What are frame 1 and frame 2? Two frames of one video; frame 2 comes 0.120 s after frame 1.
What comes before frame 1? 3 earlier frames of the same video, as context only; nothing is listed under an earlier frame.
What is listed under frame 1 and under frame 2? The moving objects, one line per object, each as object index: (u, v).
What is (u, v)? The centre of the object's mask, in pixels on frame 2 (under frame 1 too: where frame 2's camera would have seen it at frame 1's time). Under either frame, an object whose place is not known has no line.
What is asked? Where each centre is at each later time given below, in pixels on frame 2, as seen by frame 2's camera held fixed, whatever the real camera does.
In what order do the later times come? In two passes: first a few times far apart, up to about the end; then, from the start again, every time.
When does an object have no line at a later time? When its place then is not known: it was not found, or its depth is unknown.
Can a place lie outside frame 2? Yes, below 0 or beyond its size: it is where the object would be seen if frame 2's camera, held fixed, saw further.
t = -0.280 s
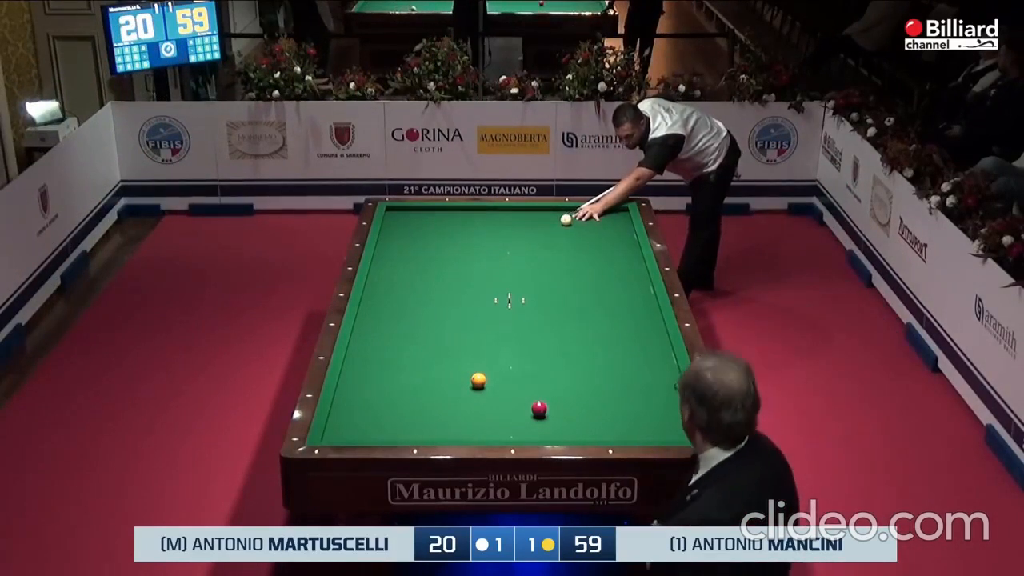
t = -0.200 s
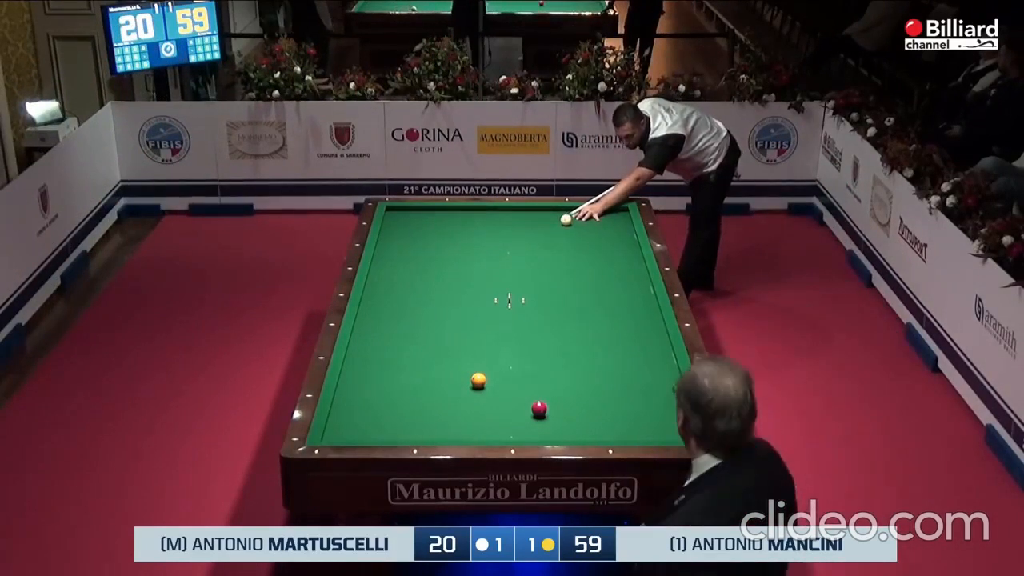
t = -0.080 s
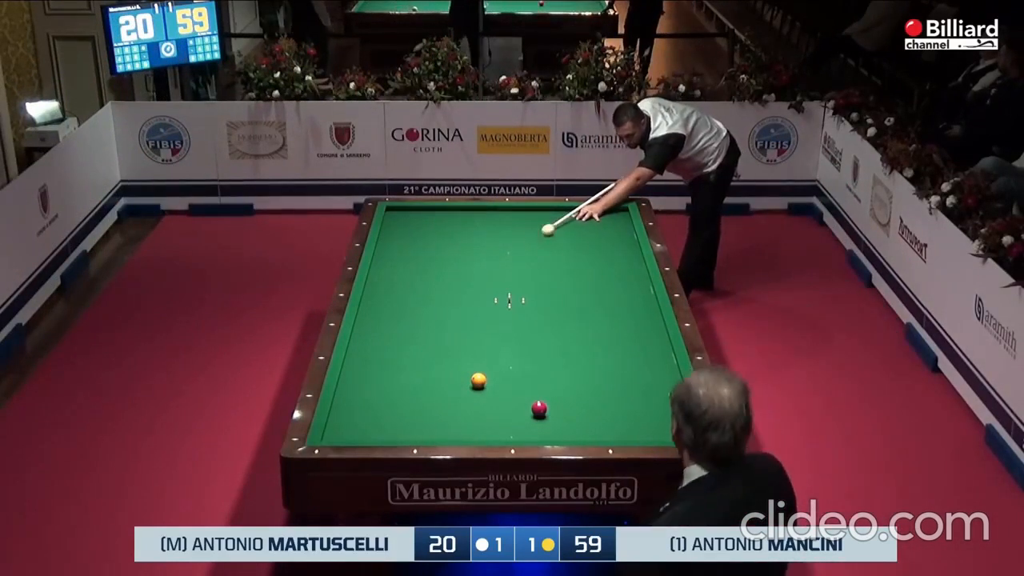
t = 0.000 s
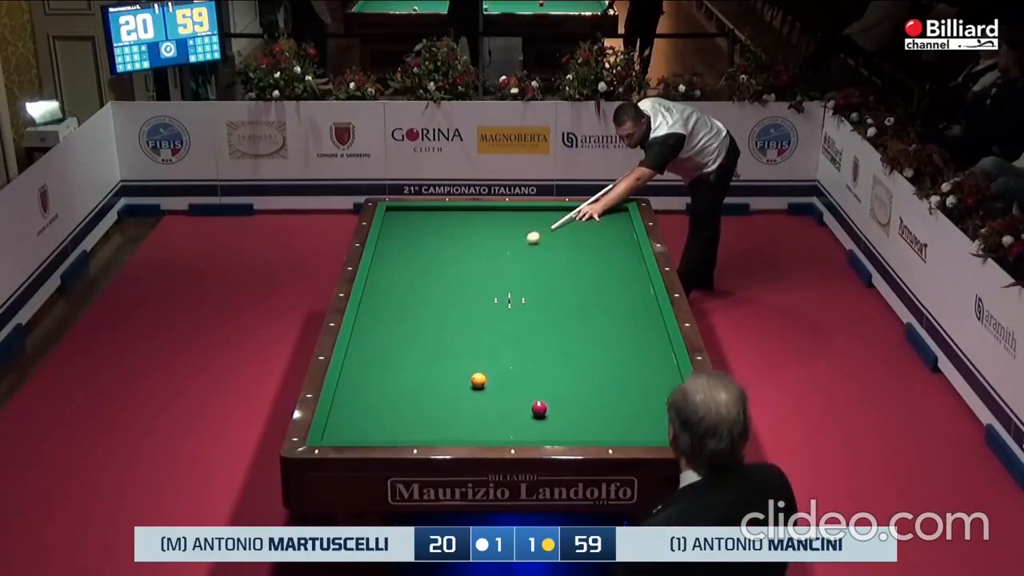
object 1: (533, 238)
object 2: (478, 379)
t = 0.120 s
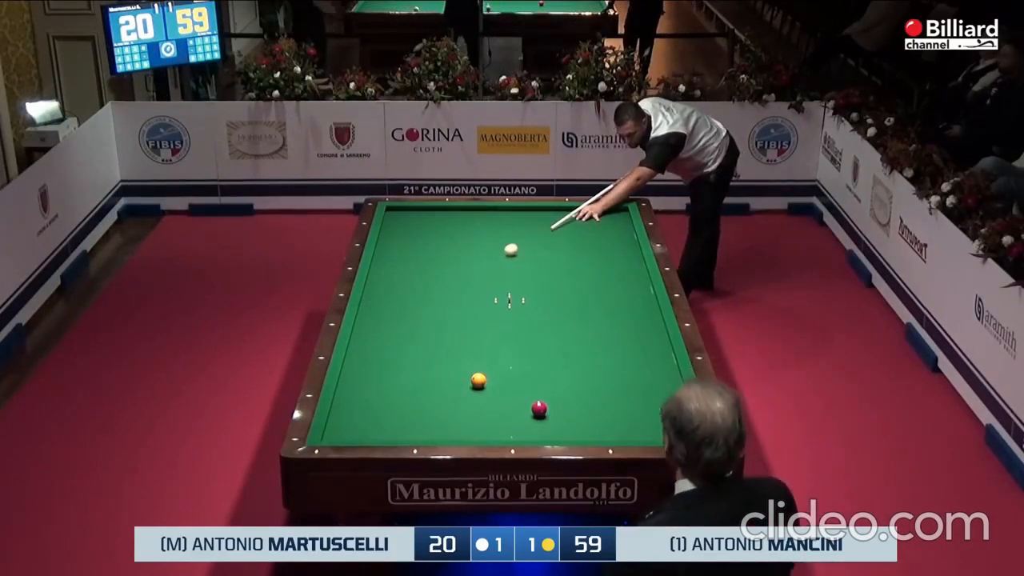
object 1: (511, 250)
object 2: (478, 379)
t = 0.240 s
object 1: (488, 262)
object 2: (478, 379)
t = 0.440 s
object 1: (446, 284)
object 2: (478, 379)
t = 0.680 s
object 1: (391, 314)
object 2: (478, 379)
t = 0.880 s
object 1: (367, 339)
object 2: (478, 379)
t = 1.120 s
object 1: (394, 366)
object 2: (478, 379)
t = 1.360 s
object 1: (416, 397)
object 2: (478, 379)
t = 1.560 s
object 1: (436, 424)
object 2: (478, 379)
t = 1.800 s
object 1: (451, 424)
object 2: (478, 379)
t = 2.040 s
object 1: (460, 406)
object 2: (478, 379)
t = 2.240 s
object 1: (466, 392)
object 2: (478, 379)
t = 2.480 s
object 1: (465, 383)
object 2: (485, 374)
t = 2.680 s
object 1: (459, 379)
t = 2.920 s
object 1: (452, 374)
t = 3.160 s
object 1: (447, 365)
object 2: (512, 356)
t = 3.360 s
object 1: (442, 362)
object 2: (519, 351)
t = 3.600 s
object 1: (439, 360)
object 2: (527, 346)
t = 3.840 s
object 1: (436, 357)
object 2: (534, 340)
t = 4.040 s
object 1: (432, 354)
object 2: (540, 336)
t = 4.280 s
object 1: (429, 351)
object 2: (547, 332)
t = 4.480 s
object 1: (426, 348)
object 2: (552, 328)
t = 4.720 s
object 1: (423, 346)
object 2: (558, 324)
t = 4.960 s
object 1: (420, 343)
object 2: (563, 320)
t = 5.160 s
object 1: (418, 341)
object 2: (568, 317)
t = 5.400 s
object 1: (416, 339)
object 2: (572, 314)
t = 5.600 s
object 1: (414, 337)
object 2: (576, 311)
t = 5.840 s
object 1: (413, 336)
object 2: (580, 309)
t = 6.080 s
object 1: (411, 334)
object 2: (584, 306)
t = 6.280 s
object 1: (410, 333)
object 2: (587, 304)
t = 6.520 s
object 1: (409, 333)
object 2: (590, 301)
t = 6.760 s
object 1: (408, 332)
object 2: (593, 299)
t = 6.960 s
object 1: (408, 332)
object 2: (595, 298)
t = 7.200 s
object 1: (407, 332)
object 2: (597, 296)
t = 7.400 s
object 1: (407, 331)
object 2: (599, 294)
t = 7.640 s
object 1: (407, 331)
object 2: (601, 293)
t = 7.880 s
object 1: (407, 331)
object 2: (603, 291)
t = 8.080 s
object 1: (407, 331)
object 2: (604, 290)
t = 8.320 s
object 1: (407, 332)
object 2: (605, 289)
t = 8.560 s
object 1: (407, 332)
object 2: (606, 288)
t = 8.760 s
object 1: (407, 332)
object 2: (607, 288)
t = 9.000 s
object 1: (407, 331)
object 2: (608, 287)
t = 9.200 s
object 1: (407, 331)
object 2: (608, 287)
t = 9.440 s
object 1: (407, 332)
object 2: (608, 287)
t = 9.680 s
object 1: (407, 332)
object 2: (608, 286)
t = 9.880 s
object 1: (407, 332)
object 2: (608, 286)
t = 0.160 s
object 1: (503, 254)
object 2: (478, 379)
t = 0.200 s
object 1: (495, 258)
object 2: (478, 379)
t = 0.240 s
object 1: (488, 262)
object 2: (478, 379)
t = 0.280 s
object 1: (479, 266)
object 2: (478, 379)
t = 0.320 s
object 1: (471, 271)
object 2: (478, 379)
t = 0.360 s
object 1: (463, 275)
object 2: (478, 379)
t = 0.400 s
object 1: (455, 280)
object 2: (478, 379)
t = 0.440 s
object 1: (446, 284)
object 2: (478, 379)
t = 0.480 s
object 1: (437, 289)
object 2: (478, 379)
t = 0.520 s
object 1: (429, 294)
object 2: (478, 379)
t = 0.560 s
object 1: (419, 299)
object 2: (478, 379)
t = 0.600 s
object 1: (410, 303)
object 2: (478, 379)
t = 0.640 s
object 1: (401, 309)
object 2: (478, 379)
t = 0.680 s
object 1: (391, 314)
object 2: (478, 379)
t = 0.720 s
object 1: (381, 319)
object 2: (478, 379)
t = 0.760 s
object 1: (372, 324)
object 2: (478, 379)
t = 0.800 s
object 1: (361, 330)
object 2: (478, 379)
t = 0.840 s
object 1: (360, 335)
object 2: (478, 379)
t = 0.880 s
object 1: (367, 339)
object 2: (478, 379)
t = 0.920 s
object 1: (373, 343)
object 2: (478, 379)
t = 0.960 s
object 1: (378, 347)
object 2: (478, 379)
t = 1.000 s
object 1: (383, 352)
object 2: (478, 379)
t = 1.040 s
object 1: (387, 357)
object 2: (478, 379)
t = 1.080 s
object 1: (391, 361)
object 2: (478, 379)
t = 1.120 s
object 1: (394, 366)
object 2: (478, 379)
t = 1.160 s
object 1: (398, 371)
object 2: (478, 379)
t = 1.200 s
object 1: (401, 376)
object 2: (478, 379)
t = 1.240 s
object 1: (405, 381)
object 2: (478, 379)
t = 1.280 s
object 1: (408, 386)
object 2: (478, 379)
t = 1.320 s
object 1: (412, 392)
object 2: (478, 379)
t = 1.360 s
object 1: (416, 397)
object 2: (478, 379)
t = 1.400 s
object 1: (420, 402)
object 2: (478, 379)
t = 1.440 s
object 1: (424, 408)
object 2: (478, 379)
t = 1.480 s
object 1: (428, 413)
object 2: (478, 379)
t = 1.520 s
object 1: (432, 419)
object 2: (478, 379)
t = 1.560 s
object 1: (436, 424)
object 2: (478, 379)
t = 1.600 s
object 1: (440, 430)
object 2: (478, 379)
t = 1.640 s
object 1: (445, 434)
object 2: (478, 379)
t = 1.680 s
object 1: (447, 435)
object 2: (478, 379)
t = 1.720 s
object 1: (449, 431)
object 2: (478, 379)
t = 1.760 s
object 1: (450, 428)
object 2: (478, 379)
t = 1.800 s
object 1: (451, 424)
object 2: (478, 379)
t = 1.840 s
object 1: (453, 420)
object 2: (478, 379)
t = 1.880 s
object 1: (454, 417)
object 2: (478, 379)
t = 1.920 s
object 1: (455, 414)
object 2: (478, 379)
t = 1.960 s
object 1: (457, 411)
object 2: (478, 379)
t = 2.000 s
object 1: (458, 408)
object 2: (478, 379)
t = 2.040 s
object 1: (460, 406)
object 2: (478, 379)
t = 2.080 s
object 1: (461, 403)
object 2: (478, 379)
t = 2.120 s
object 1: (462, 400)
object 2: (478, 379)
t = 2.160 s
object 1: (464, 397)
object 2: (478, 379)
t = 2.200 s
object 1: (465, 395)
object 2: (478, 379)
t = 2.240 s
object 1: (466, 392)
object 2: (478, 379)
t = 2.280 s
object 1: (467, 390)
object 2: (479, 379)
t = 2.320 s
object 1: (468, 387)
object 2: (479, 379)
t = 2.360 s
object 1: (468, 386)
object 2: (481, 378)
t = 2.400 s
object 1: (467, 385)
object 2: (482, 377)
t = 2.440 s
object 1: (466, 384)
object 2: (484, 375)
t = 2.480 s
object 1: (465, 383)
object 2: (485, 374)
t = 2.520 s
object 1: (464, 382)
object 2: (485, 373)
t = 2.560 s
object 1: (462, 381)
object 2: (484, 370)
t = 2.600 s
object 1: (461, 381)
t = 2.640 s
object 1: (461, 380)
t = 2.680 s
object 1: (459, 379)
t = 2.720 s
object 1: (459, 378)
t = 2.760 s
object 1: (457, 377)
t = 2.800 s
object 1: (456, 377)
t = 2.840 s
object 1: (455, 376)
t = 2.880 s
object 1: (454, 375)
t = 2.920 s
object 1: (452, 374)
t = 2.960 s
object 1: (450, 373)
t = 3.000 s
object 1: (449, 372)
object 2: (508, 355)
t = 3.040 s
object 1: (447, 371)
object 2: (510, 356)
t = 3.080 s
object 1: (447, 367)
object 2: (511, 356)
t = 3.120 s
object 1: (447, 366)
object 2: (511, 356)
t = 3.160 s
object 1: (447, 365)
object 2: (512, 356)
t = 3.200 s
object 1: (446, 364)
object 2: (513, 355)
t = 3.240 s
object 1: (446, 363)
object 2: (515, 354)
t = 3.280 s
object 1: (444, 362)
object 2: (516, 352)
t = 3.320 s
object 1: (443, 362)
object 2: (518, 352)
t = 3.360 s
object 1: (442, 362)
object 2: (519, 351)
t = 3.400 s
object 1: (441, 361)
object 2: (520, 350)
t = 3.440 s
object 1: (441, 360)
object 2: (522, 349)
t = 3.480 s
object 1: (441, 360)
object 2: (523, 348)
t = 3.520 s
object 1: (440, 360)
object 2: (525, 347)
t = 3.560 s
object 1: (440, 360)
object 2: (526, 347)
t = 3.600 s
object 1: (439, 360)
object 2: (527, 346)
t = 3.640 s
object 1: (439, 360)
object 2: (528, 345)
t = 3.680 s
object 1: (438, 360)
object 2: (529, 344)
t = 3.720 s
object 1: (437, 359)
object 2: (530, 343)
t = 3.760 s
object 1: (437, 358)
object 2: (532, 342)
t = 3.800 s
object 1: (436, 358)
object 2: (533, 341)
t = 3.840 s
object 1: (436, 357)
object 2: (534, 340)
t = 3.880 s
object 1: (435, 356)
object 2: (535, 340)
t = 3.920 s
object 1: (434, 356)
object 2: (537, 339)
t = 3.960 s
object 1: (434, 355)
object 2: (538, 338)
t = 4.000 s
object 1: (433, 355)
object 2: (539, 337)
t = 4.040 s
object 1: (432, 354)
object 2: (540, 336)
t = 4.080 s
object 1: (432, 354)
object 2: (541, 336)
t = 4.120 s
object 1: (431, 353)
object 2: (542, 335)
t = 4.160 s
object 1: (431, 352)
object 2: (543, 334)
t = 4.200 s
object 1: (430, 352)
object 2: (545, 333)
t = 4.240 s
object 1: (429, 351)
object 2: (546, 333)
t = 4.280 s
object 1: (429, 351)
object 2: (547, 332)
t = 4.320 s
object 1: (428, 350)
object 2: (548, 331)
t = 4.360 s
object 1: (428, 350)
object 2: (549, 330)
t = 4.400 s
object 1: (427, 349)
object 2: (550, 330)
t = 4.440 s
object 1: (426, 349)
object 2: (551, 329)
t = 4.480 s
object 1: (426, 348)
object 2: (552, 328)
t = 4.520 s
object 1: (425, 348)
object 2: (553, 327)
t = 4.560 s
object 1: (425, 348)
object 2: (554, 327)
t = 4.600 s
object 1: (425, 347)
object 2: (555, 326)
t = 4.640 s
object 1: (424, 347)
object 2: (556, 325)
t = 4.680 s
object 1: (423, 346)
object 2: (557, 325)
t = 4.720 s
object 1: (423, 346)
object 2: (558, 324)
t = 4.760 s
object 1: (423, 345)
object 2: (559, 323)
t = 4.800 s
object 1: (422, 345)
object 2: (560, 323)
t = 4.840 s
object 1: (422, 344)
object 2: (561, 322)
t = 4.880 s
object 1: (421, 344)
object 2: (561, 322)
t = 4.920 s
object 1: (421, 343)
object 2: (562, 321)
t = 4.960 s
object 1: (420, 343)
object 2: (563, 320)
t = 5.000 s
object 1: (420, 342)
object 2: (564, 320)
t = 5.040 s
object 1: (419, 342)
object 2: (565, 319)
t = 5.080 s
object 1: (419, 342)
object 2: (566, 318)
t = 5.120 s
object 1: (419, 341)
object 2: (567, 318)
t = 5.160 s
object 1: (418, 341)
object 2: (568, 317)
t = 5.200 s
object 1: (418, 341)
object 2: (568, 317)
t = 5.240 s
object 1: (417, 340)
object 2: (569, 316)
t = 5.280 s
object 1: (417, 340)
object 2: (570, 315)
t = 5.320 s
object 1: (416, 339)
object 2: (571, 315)
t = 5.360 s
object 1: (416, 339)
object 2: (571, 315)
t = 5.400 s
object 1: (416, 339)
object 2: (572, 314)
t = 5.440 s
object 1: (415, 338)
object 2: (573, 314)
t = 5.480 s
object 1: (415, 338)
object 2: (574, 313)
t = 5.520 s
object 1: (415, 338)
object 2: (575, 312)
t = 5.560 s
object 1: (414, 338)
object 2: (575, 312)
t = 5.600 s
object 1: (414, 337)
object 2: (576, 311)
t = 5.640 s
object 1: (414, 337)
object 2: (577, 311)
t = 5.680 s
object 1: (414, 337)
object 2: (578, 310)
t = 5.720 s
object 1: (413, 337)
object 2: (578, 310)
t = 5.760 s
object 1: (413, 336)
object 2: (579, 310)
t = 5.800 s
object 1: (413, 336)
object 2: (580, 309)
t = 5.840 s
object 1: (413, 336)
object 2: (580, 309)
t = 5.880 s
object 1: (412, 335)
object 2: (581, 308)
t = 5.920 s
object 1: (412, 335)
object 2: (582, 308)
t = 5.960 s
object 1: (412, 335)
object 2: (582, 307)
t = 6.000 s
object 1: (411, 335)
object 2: (583, 307)
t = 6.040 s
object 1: (411, 335)
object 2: (583, 306)
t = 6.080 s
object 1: (411, 334)
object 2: (584, 306)
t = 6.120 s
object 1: (411, 334)
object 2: (585, 306)
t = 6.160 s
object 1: (411, 334)
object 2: (585, 305)
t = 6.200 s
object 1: (410, 334)
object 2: (586, 305)
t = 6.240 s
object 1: (410, 334)
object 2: (586, 304)
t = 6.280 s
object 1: (410, 333)
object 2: (587, 304)
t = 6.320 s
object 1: (410, 333)
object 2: (588, 303)
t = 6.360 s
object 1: (410, 333)
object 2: (588, 303)
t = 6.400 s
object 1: (409, 333)
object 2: (589, 303)
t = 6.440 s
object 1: (409, 333)
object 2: (589, 302)
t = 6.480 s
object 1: (409, 333)
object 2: (590, 302)
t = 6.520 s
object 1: (409, 333)
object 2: (590, 301)
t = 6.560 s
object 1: (409, 333)
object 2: (590, 301)
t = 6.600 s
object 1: (409, 332)
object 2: (591, 301)
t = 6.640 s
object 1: (409, 332)
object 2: (591, 300)
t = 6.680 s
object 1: (409, 332)
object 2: (592, 300)
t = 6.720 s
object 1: (409, 332)
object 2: (592, 300)
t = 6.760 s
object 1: (408, 332)
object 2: (593, 299)
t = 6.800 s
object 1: (408, 332)
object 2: (593, 299)
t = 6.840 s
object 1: (408, 332)
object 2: (594, 299)
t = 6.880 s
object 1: (408, 332)
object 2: (594, 298)
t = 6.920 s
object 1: (408, 332)
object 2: (595, 298)
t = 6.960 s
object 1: (408, 332)
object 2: (595, 298)
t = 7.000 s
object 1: (408, 332)
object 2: (595, 297)
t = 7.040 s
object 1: (408, 332)
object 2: (596, 297)
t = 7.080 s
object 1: (408, 332)
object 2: (596, 297)
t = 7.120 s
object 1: (407, 332)
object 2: (597, 296)
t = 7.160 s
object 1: (407, 332)
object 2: (597, 296)
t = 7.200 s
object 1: (407, 332)
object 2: (597, 296)
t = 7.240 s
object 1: (407, 331)
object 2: (598, 295)
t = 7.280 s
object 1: (407, 331)
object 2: (598, 295)
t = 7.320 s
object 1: (407, 331)
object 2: (598, 295)
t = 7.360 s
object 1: (407, 331)
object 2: (599, 295)
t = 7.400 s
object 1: (407, 331)
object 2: (599, 294)
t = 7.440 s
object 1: (407, 331)
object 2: (599, 294)
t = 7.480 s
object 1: (407, 331)
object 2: (600, 294)
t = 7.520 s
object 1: (407, 331)
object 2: (600, 293)
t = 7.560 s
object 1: (407, 331)
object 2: (600, 293)
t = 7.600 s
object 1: (407, 331)
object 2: (601, 293)
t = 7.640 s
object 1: (407, 331)
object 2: (601, 293)
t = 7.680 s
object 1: (407, 331)
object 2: (601, 292)
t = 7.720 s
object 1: (407, 331)
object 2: (602, 292)
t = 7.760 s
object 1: (407, 331)
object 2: (602, 292)
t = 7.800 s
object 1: (407, 331)
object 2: (602, 292)
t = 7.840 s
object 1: (407, 331)
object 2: (602, 291)
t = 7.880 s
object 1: (407, 331)
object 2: (603, 291)
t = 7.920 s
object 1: (407, 331)
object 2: (603, 291)
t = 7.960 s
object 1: (407, 331)
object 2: (603, 291)
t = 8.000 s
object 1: (407, 331)
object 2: (603, 291)
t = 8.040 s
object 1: (407, 331)
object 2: (604, 290)
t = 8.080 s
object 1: (407, 331)
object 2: (604, 290)
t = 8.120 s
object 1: (407, 332)
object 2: (604, 290)
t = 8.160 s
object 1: (407, 331)
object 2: (604, 290)
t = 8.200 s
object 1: (407, 331)
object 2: (604, 290)
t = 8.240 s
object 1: (407, 331)
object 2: (605, 290)
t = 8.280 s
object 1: (407, 331)
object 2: (605, 289)
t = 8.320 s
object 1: (407, 332)
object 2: (605, 289)
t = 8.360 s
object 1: (407, 331)
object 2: (605, 289)
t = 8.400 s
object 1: (407, 332)
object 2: (606, 289)
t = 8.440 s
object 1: (407, 332)
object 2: (606, 289)
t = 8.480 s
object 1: (407, 332)
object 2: (606, 289)
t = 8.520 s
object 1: (407, 331)
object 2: (606, 288)
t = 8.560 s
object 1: (407, 332)
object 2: (606, 288)
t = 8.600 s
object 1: (407, 332)
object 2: (607, 288)
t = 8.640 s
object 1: (407, 331)
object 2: (607, 288)
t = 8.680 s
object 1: (407, 332)
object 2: (607, 288)
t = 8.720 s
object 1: (407, 332)
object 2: (607, 288)
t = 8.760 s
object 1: (407, 332)
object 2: (607, 288)
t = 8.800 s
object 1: (407, 332)
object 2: (607, 288)
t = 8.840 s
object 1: (407, 332)
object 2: (607, 288)
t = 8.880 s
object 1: (407, 332)
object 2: (608, 288)
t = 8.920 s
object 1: (407, 331)
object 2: (608, 287)
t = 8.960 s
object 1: (407, 331)
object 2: (608, 288)
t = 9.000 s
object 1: (407, 331)
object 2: (608, 287)
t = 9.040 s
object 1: (407, 331)
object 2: (608, 287)
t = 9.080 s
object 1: (407, 332)
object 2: (608, 287)
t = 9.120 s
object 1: (407, 332)
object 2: (608, 287)
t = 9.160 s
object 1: (407, 332)
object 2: (608, 287)
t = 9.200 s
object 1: (407, 331)
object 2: (608, 287)
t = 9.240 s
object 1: (407, 332)
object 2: (608, 287)
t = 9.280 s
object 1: (407, 332)
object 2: (608, 287)
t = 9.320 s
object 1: (407, 332)
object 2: (608, 287)
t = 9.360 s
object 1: (407, 332)
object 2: (608, 287)
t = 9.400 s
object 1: (407, 332)
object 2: (608, 287)
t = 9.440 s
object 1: (407, 332)
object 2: (608, 287)
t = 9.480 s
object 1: (407, 331)
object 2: (608, 287)
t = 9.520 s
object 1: (407, 331)
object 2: (608, 287)
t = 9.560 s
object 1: (407, 332)
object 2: (608, 287)
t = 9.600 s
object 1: (407, 332)
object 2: (608, 287)
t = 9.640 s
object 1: (407, 332)
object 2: (608, 287)
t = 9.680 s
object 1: (407, 332)
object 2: (608, 286)
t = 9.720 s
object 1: (407, 332)
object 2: (608, 286)
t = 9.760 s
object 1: (407, 332)
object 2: (608, 287)
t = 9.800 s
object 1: (407, 332)
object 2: (608, 287)
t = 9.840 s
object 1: (407, 331)
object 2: (608, 287)
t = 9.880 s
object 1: (407, 332)
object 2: (608, 286)
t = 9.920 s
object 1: (407, 332)
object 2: (608, 286)
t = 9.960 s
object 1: (407, 332)
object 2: (608, 287)
